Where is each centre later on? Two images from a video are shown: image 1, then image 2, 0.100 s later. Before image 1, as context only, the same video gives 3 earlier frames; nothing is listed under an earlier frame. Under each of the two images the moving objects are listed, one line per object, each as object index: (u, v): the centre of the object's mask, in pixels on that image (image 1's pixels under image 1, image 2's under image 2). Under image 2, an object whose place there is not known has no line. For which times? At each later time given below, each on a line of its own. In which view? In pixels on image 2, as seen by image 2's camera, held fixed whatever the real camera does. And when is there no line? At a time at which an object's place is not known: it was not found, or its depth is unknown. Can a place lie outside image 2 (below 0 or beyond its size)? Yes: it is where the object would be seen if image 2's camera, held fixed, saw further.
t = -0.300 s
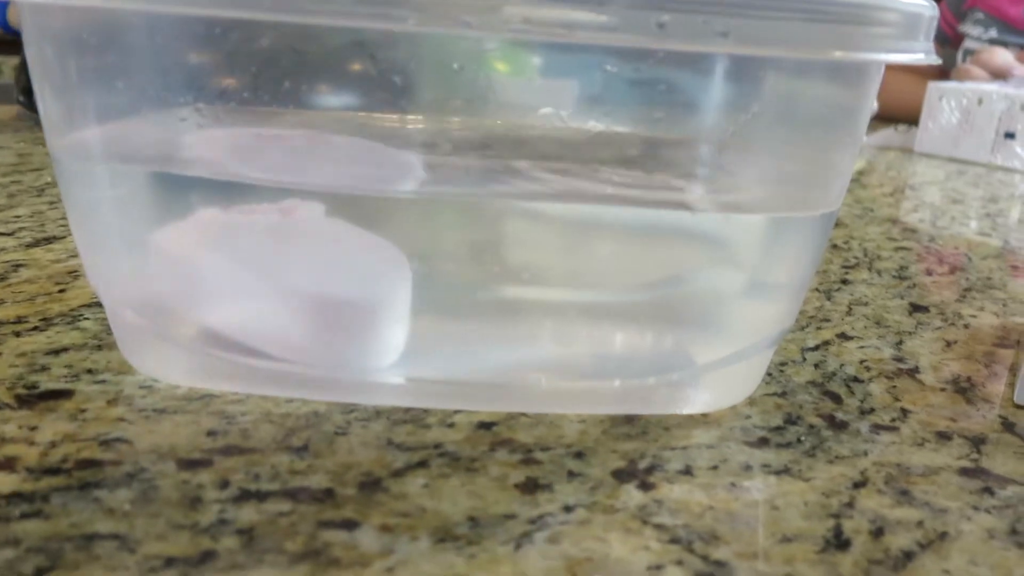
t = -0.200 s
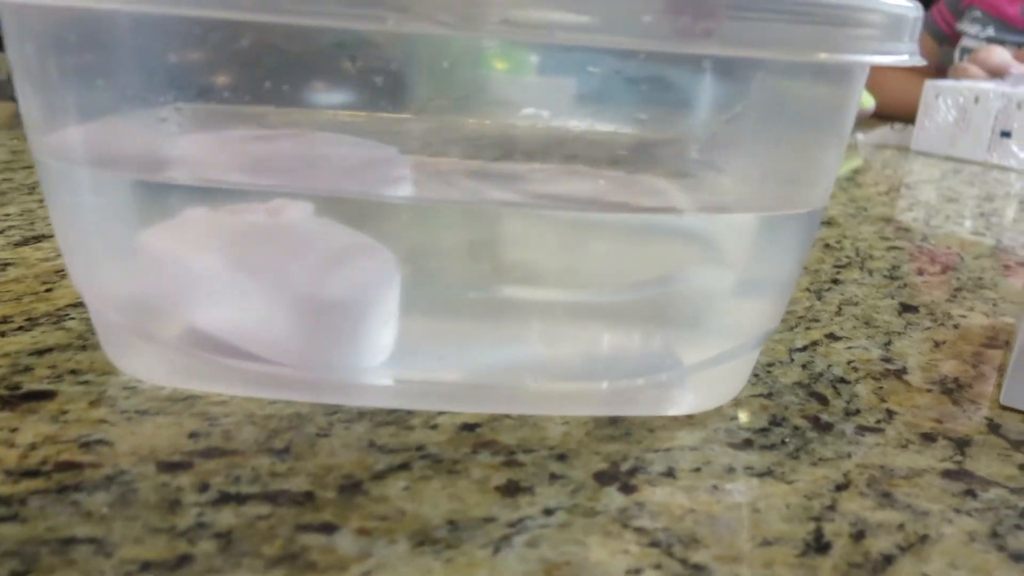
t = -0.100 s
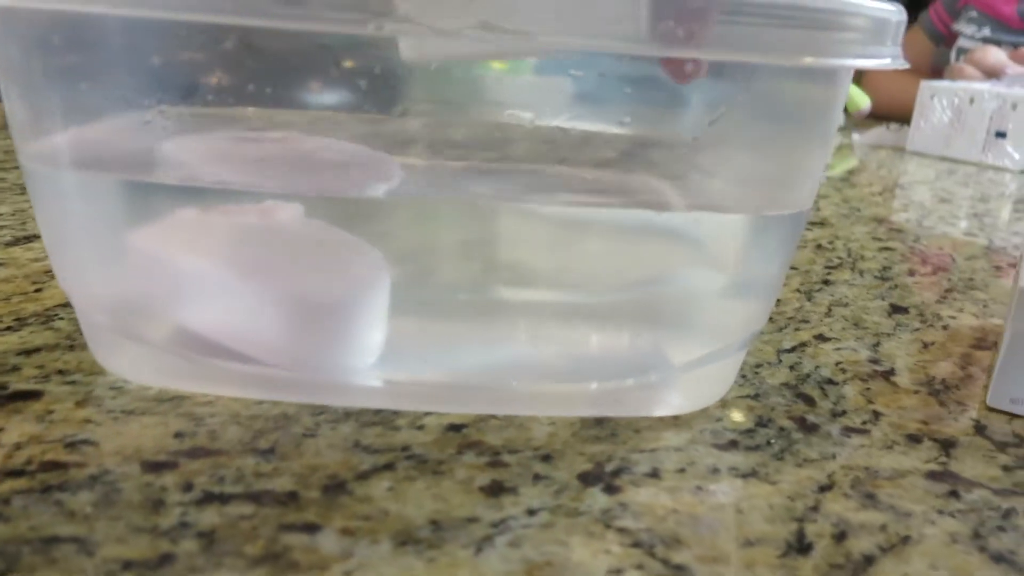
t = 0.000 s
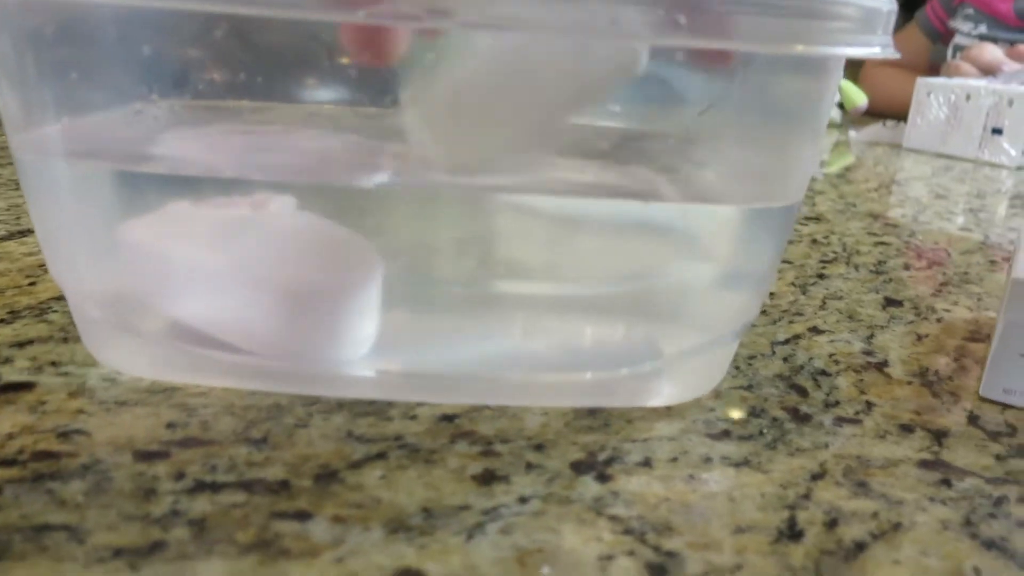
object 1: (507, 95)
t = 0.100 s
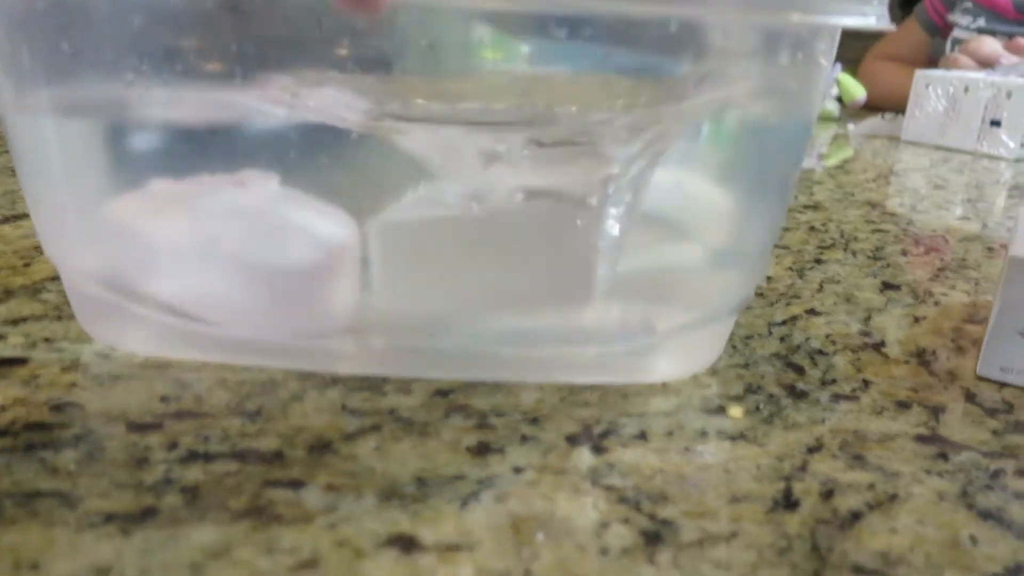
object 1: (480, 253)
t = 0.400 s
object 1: (515, 250)
